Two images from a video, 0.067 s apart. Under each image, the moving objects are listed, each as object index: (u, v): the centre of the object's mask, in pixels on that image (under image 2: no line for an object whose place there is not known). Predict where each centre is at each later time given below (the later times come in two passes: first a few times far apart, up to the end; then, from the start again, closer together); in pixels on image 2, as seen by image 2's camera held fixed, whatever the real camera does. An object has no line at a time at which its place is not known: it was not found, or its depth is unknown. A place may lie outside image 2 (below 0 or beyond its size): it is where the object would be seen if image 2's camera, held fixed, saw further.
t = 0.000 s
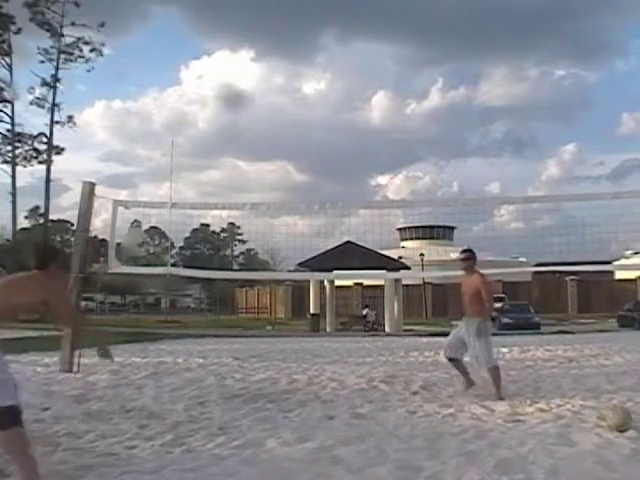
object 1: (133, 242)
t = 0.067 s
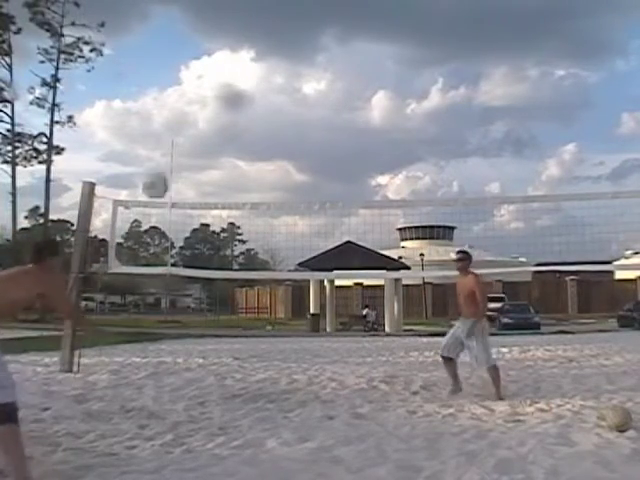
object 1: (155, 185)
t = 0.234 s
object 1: (201, 85)
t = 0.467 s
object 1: (245, 20)
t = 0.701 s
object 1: (277, 17)
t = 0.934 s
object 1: (311, 64)
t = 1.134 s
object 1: (331, 130)
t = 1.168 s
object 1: (335, 144)
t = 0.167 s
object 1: (184, 118)
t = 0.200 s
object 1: (193, 101)
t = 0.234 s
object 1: (201, 85)
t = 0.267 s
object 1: (209, 72)
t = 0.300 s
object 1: (216, 60)
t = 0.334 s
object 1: (222, 51)
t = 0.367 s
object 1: (228, 41)
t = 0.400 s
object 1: (234, 33)
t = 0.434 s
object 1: (239, 23)
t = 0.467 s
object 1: (245, 20)
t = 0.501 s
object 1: (248, 17)
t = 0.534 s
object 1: (256, 13)
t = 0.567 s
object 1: (261, 13)
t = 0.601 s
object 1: (266, 12)
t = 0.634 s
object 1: (271, 13)
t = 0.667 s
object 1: (274, 16)
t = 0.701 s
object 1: (277, 17)
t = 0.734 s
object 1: (281, 21)
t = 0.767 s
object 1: (288, 25)
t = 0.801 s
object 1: (292, 31)
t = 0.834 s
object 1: (297, 37)
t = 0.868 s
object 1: (306, 48)
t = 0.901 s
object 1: (307, 54)
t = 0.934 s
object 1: (311, 64)
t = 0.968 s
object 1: (315, 72)
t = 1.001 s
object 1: (317, 81)
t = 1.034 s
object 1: (321, 92)
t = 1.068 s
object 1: (324, 104)
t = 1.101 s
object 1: (328, 116)
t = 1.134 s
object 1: (331, 130)
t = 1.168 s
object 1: (335, 144)
